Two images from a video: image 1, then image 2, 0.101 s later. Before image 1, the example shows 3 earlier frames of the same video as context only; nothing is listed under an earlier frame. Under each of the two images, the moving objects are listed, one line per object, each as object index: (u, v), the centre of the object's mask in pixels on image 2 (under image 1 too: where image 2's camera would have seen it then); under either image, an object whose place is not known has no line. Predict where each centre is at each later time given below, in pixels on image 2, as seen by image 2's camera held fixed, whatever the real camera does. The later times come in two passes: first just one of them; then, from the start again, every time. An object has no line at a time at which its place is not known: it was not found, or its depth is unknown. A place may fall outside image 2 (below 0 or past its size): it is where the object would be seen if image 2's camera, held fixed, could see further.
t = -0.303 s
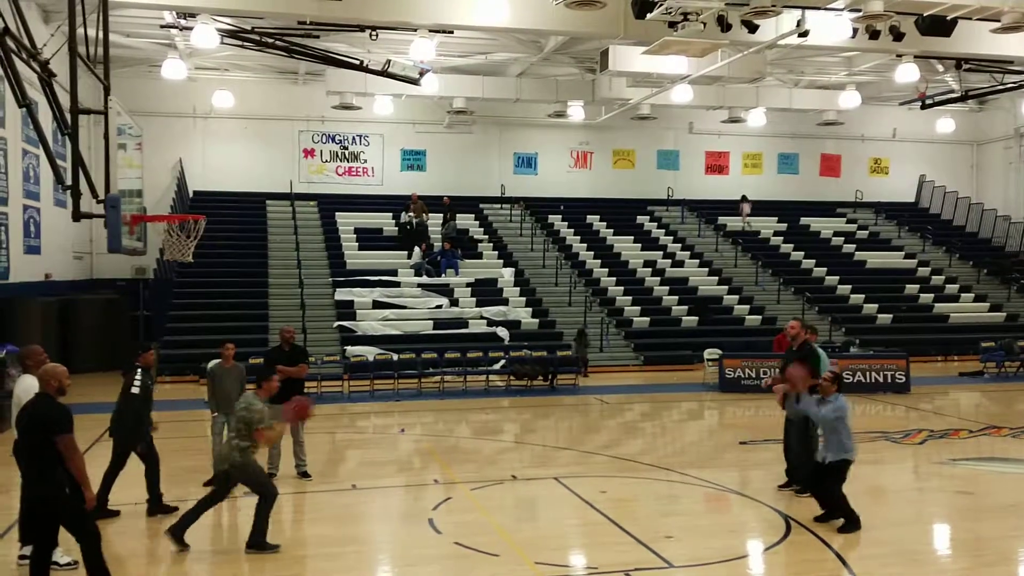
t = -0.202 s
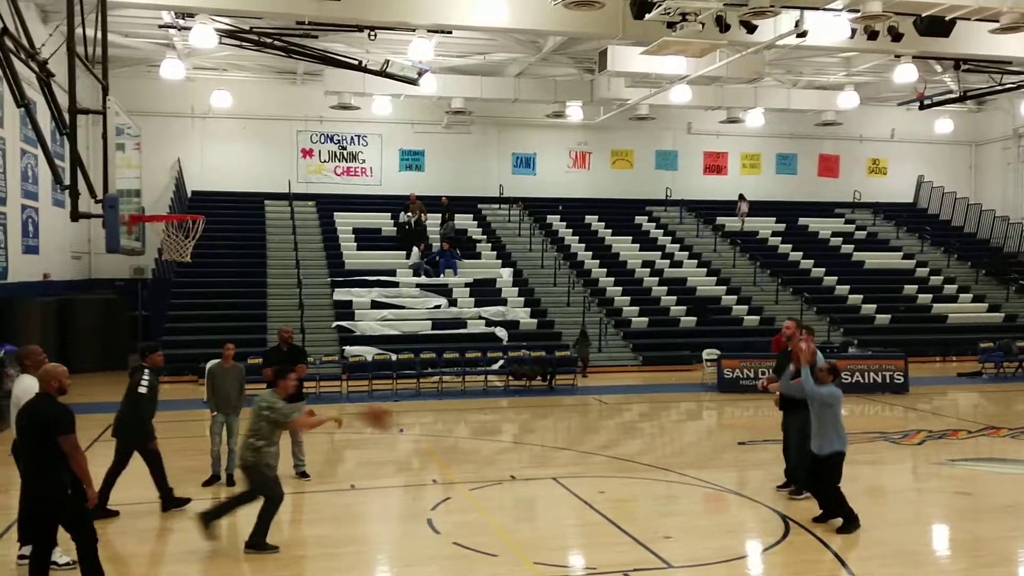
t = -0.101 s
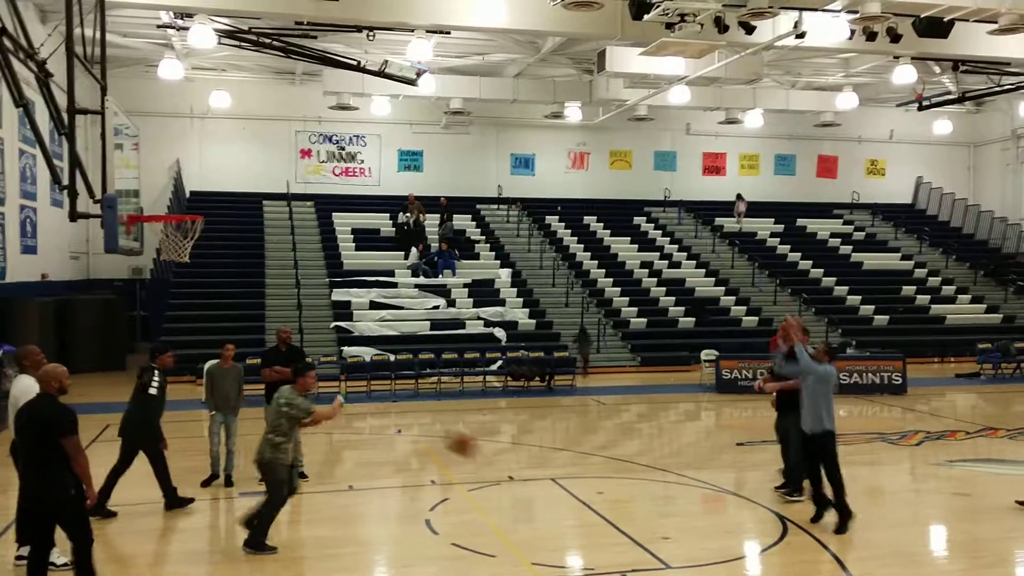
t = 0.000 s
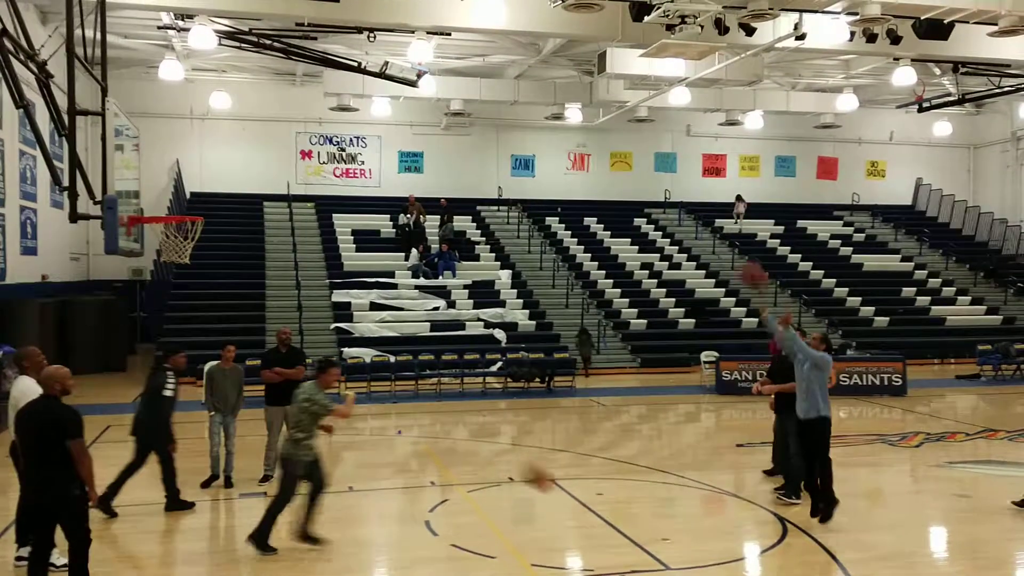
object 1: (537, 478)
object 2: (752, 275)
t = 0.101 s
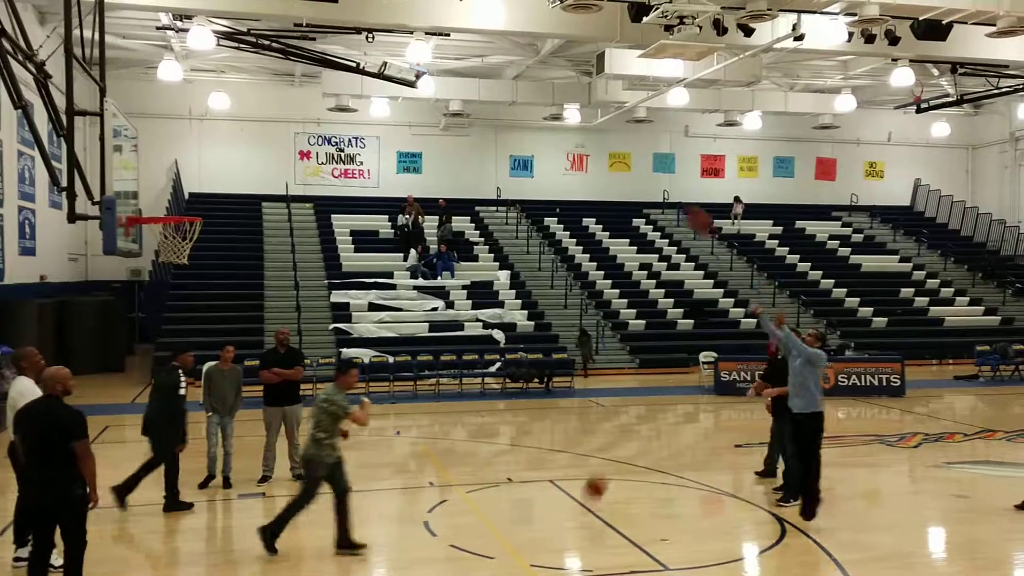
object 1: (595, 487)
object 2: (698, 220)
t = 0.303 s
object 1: (662, 423)
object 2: (594, 142)
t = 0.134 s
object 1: (607, 473)
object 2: (684, 207)
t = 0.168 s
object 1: (618, 462)
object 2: (664, 190)
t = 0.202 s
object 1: (630, 450)
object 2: (646, 179)
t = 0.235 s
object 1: (641, 439)
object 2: (629, 165)
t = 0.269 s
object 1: (651, 430)
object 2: (610, 153)
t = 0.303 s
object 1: (662, 423)
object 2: (594, 142)
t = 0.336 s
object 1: (674, 416)
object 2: (578, 134)
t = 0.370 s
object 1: (684, 410)
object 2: (557, 125)
